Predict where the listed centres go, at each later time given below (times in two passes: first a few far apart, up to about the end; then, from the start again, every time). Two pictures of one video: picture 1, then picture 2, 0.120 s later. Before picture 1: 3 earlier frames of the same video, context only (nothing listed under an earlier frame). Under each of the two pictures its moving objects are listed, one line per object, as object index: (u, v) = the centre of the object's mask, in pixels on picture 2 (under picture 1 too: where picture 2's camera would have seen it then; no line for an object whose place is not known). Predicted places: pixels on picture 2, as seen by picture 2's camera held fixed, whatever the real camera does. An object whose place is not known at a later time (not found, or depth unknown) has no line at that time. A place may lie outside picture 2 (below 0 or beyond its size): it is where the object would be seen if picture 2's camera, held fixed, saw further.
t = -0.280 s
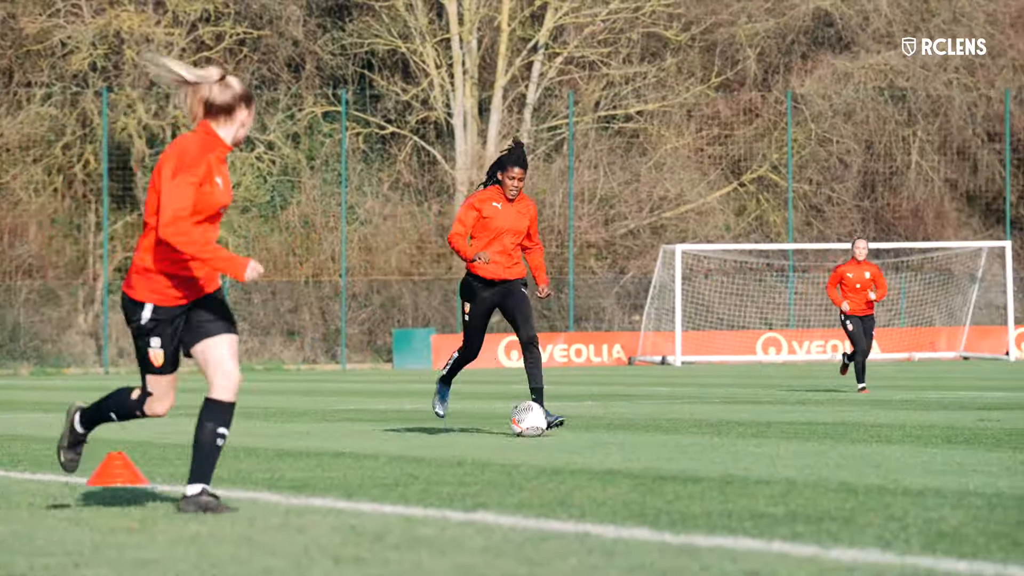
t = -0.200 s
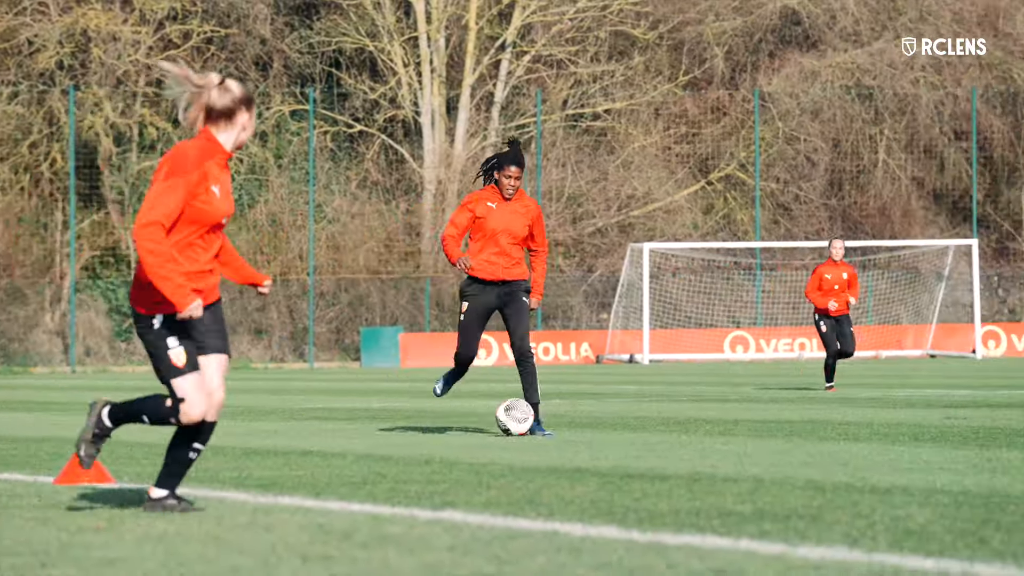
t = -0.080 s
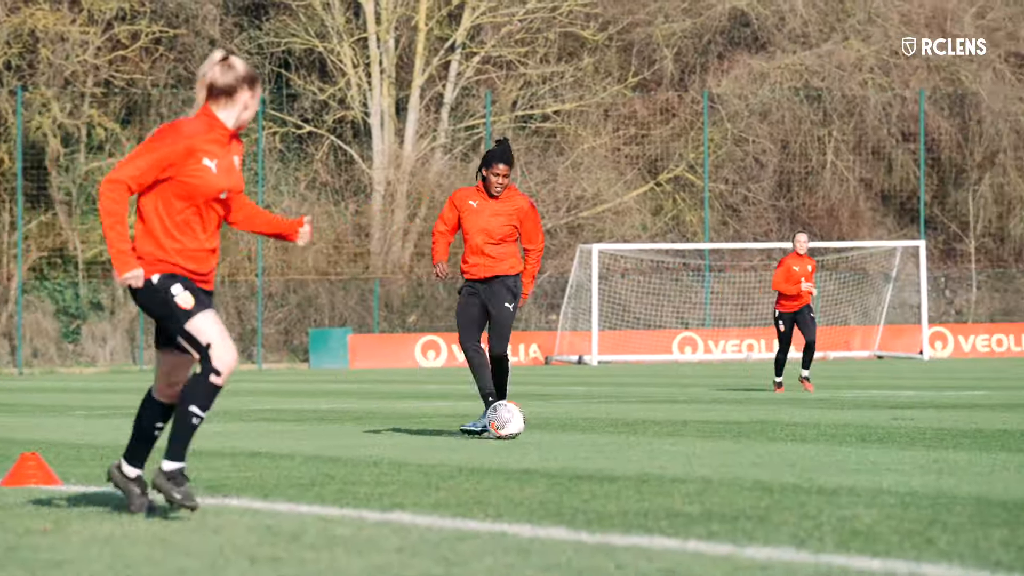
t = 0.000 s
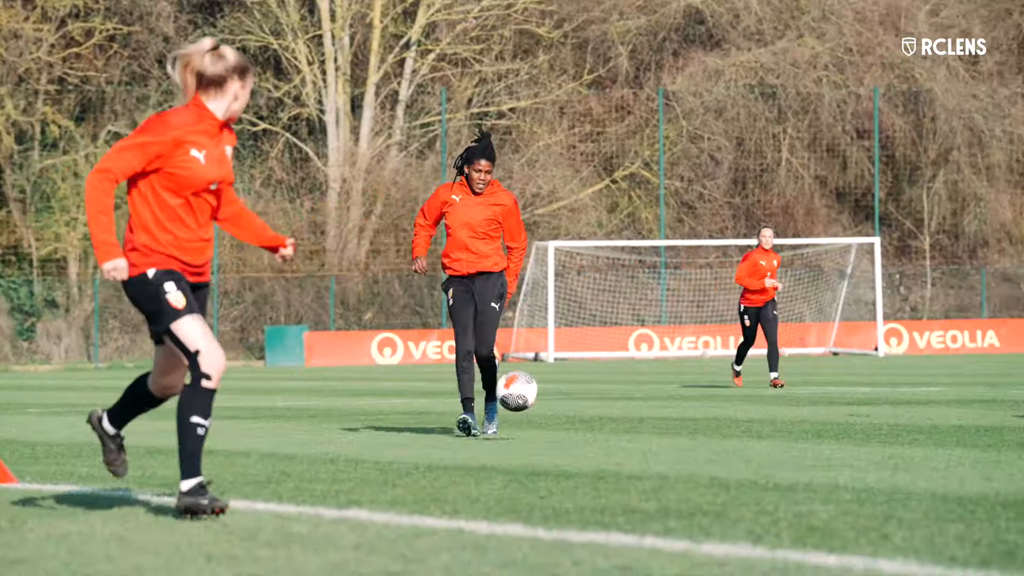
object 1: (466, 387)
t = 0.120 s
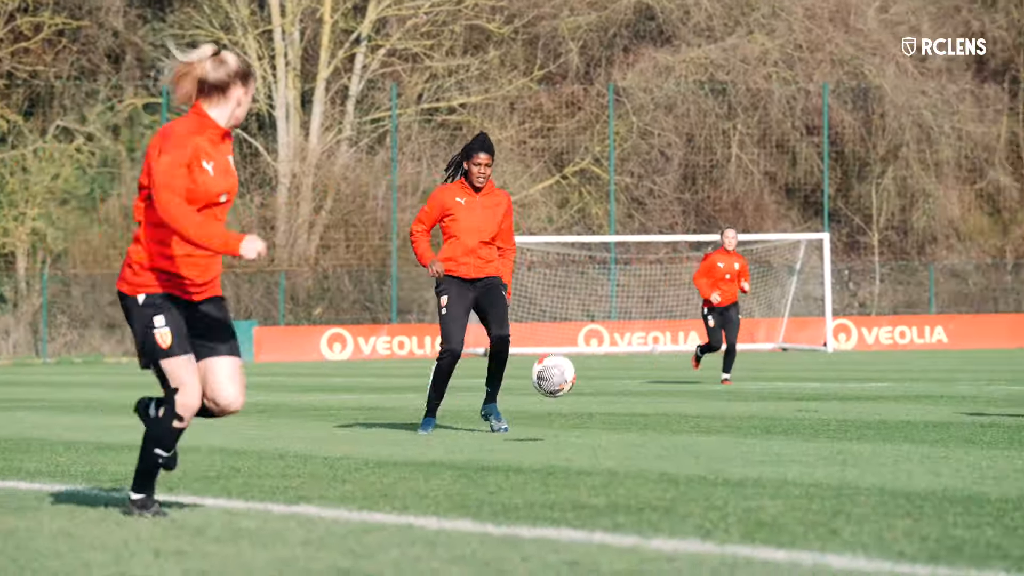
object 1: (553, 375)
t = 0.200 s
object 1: (617, 389)
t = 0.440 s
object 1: (795, 387)
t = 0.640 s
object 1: (941, 396)
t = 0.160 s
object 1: (585, 379)
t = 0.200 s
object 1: (617, 389)
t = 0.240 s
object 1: (649, 403)
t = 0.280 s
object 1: (684, 423)
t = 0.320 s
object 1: (716, 432)
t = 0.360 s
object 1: (742, 414)
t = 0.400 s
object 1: (768, 398)
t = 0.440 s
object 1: (795, 387)
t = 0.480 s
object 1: (822, 380)
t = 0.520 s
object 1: (851, 376)
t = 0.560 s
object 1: (880, 378)
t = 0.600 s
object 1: (911, 384)
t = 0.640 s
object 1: (941, 396)
